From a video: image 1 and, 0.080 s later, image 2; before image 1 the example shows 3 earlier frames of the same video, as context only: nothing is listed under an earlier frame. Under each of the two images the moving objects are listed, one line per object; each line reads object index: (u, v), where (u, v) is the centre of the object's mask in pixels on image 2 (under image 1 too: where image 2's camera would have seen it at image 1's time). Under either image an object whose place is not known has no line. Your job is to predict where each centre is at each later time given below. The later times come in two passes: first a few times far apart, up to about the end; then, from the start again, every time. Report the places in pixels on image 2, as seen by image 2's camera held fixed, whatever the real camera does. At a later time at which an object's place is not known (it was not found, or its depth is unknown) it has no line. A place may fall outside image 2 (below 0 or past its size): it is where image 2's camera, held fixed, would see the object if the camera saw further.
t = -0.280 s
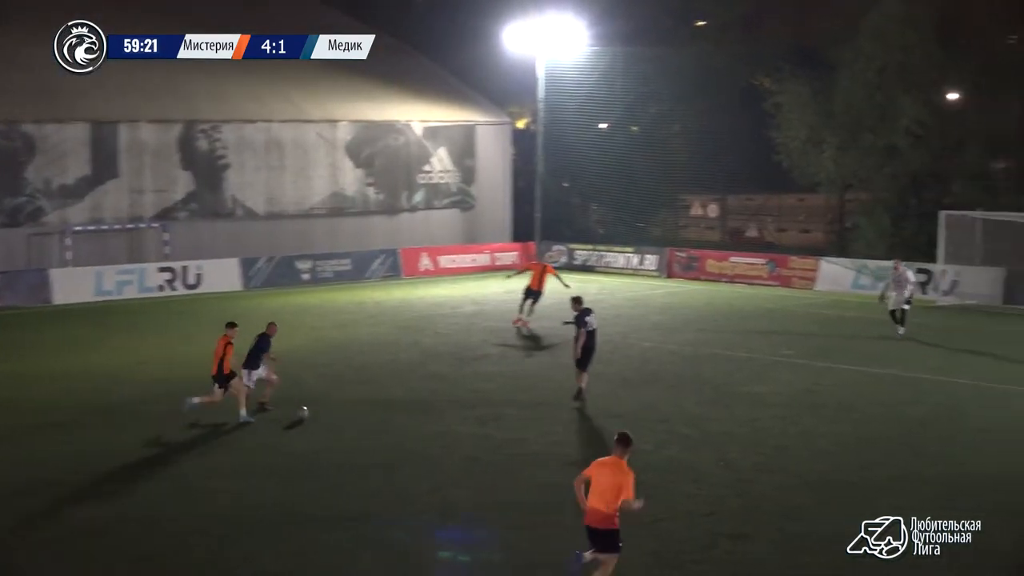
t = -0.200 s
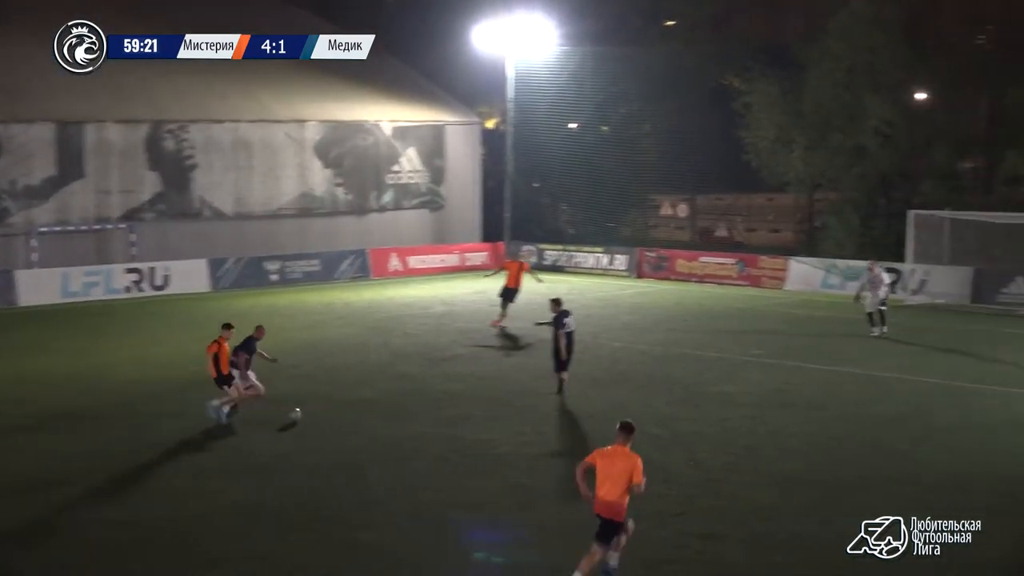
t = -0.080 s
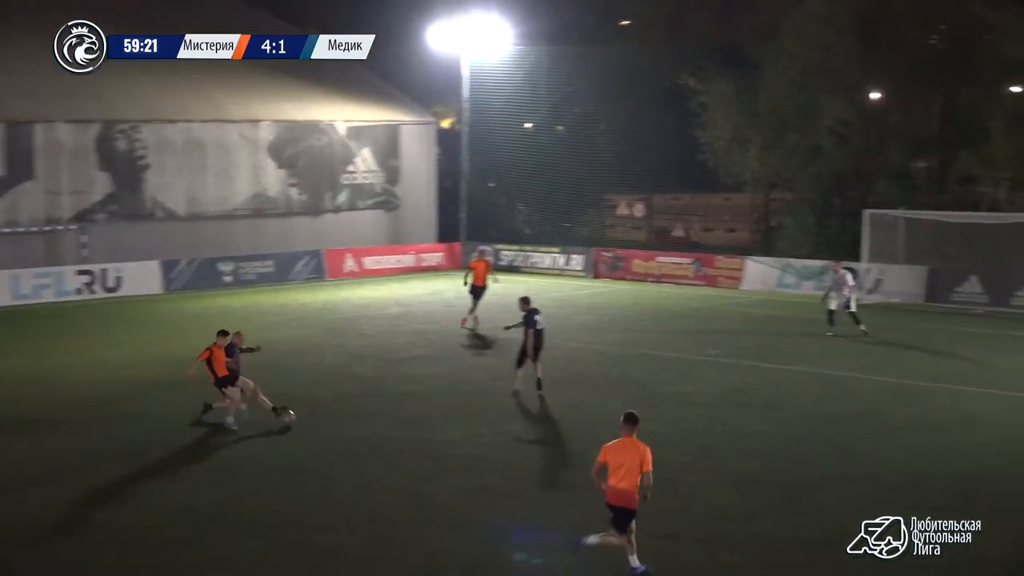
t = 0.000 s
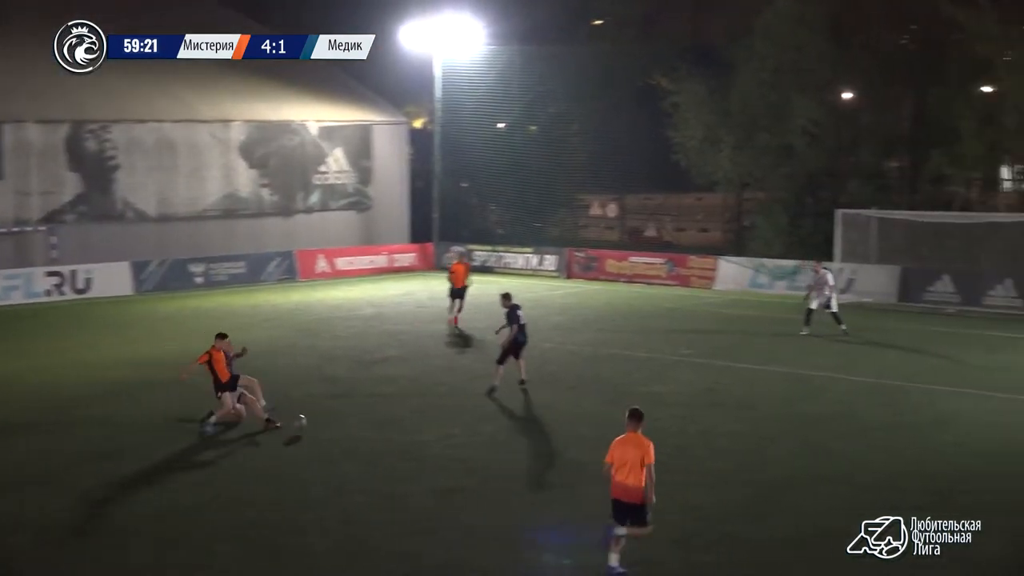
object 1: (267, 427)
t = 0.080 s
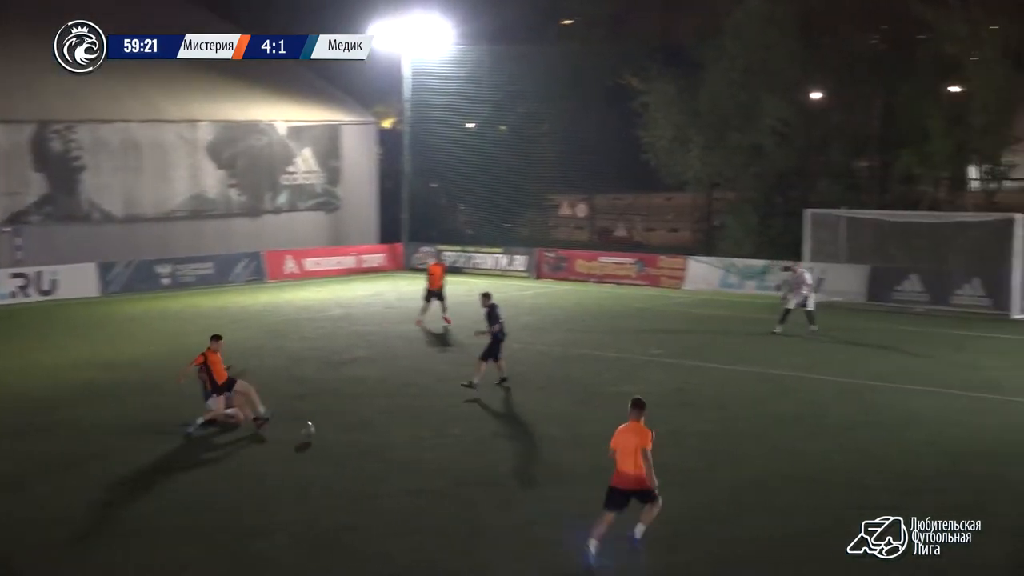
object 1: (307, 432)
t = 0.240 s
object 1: (391, 440)
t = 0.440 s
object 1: (494, 452)
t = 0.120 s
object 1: (330, 433)
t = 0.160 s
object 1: (349, 434)
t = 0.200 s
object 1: (369, 437)
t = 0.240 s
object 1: (391, 440)
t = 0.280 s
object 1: (410, 442)
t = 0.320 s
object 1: (431, 445)
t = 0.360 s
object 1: (452, 448)
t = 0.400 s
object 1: (472, 450)
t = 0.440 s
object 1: (494, 452)
